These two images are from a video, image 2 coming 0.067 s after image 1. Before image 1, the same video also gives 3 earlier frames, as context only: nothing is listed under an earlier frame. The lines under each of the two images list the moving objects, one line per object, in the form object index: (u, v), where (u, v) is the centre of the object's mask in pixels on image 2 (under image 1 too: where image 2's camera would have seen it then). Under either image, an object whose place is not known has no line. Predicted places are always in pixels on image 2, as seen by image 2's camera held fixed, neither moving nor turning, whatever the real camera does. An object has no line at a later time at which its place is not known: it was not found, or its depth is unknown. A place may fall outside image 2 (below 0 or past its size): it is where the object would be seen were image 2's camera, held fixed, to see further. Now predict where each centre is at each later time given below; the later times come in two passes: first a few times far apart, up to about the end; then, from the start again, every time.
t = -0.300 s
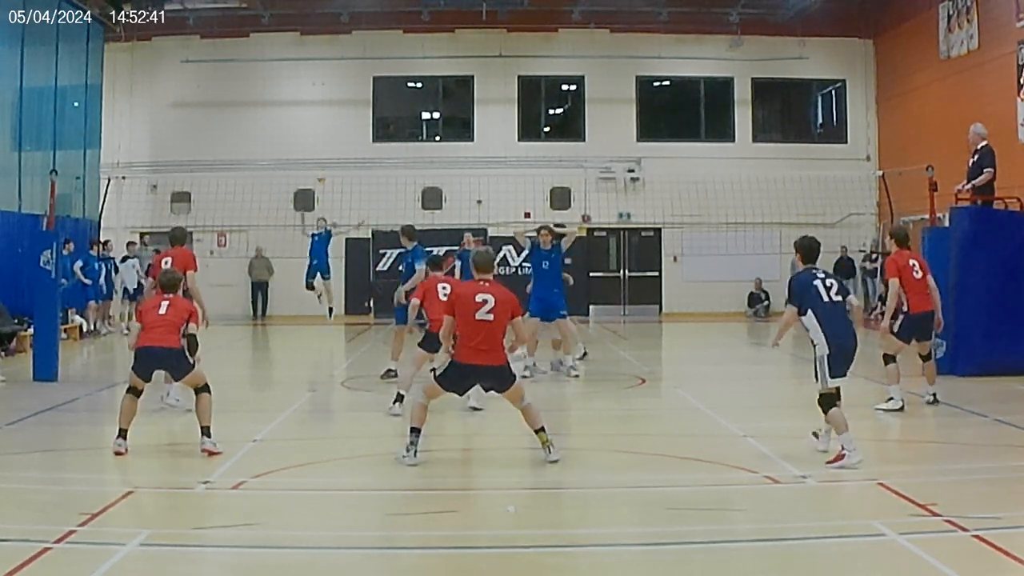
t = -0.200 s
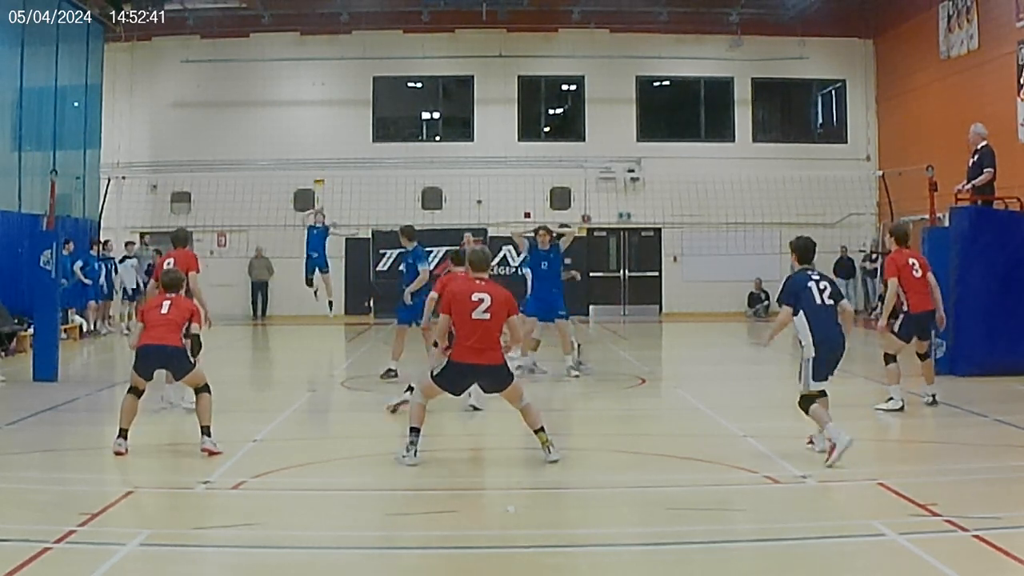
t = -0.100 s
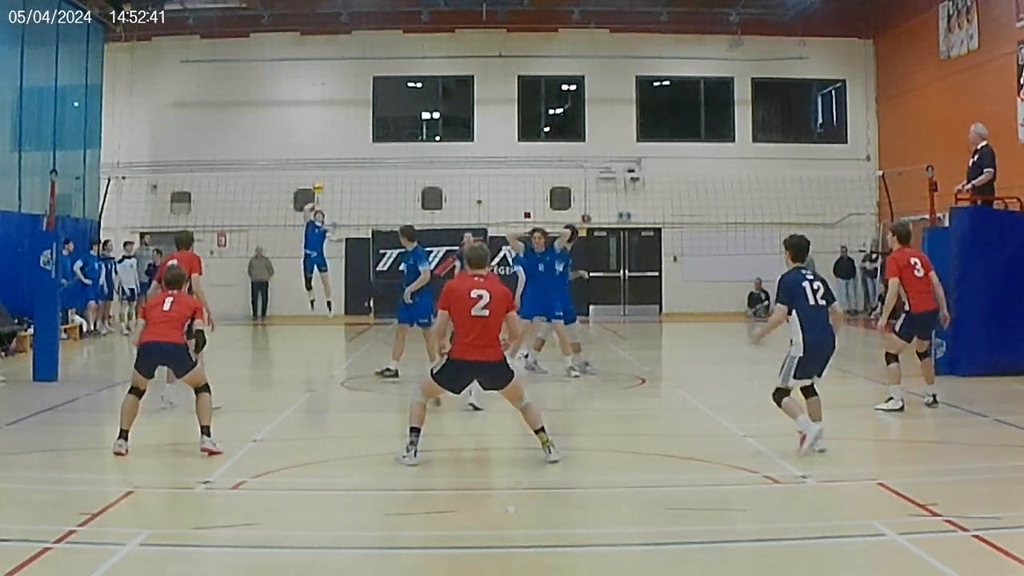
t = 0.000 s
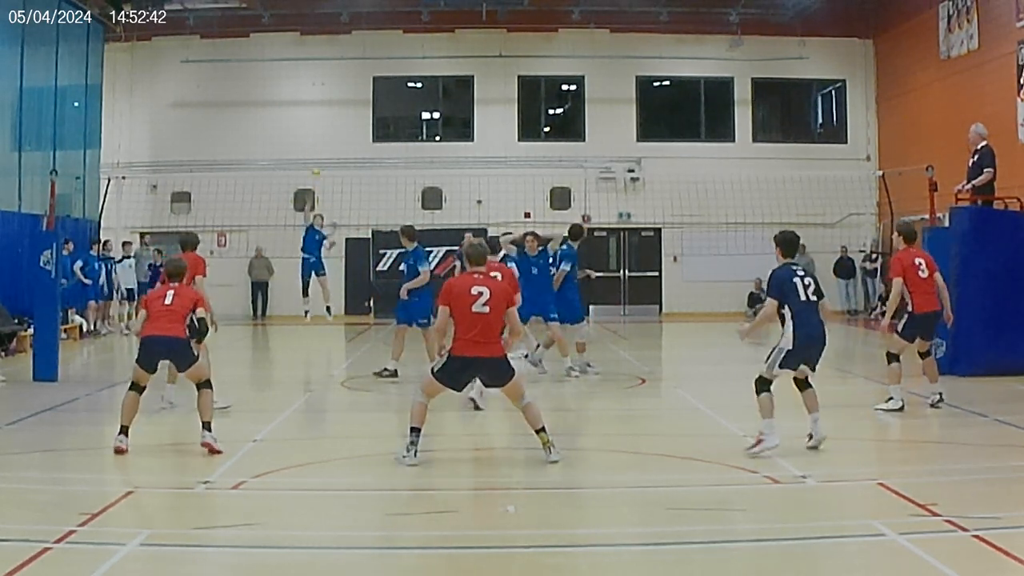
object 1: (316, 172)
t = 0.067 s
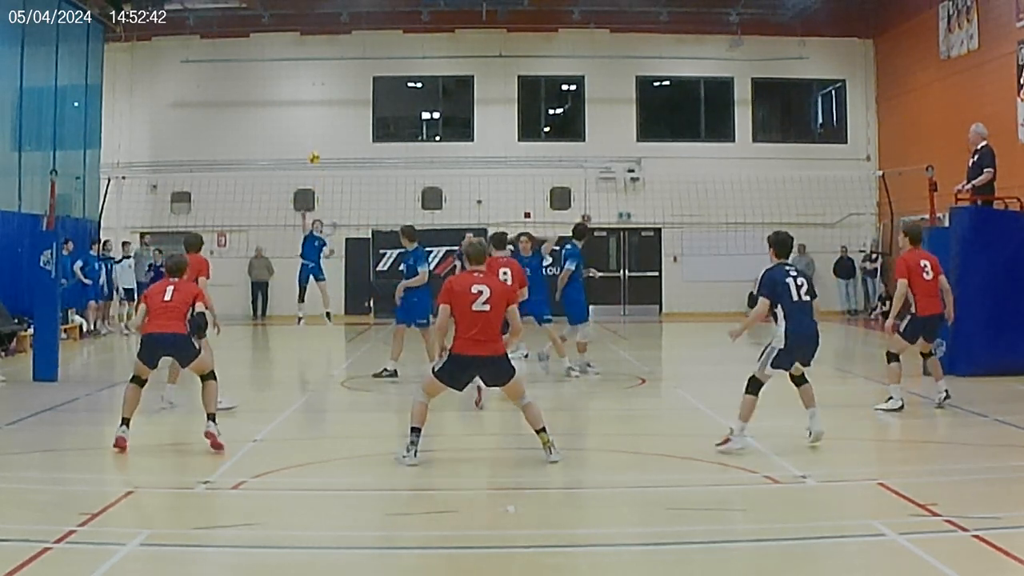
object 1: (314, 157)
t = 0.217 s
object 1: (312, 122)
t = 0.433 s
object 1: (311, 87)
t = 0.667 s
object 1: (318, 81)
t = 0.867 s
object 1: (325, 112)
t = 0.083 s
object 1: (314, 154)
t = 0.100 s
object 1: (313, 149)
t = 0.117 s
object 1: (313, 145)
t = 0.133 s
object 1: (313, 141)
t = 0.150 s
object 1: (312, 137)
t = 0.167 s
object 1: (312, 134)
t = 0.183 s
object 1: (312, 130)
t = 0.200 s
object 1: (312, 126)
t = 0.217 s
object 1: (312, 122)
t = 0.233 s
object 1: (312, 119)
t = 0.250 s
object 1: (311, 116)
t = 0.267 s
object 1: (311, 112)
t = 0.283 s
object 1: (311, 109)
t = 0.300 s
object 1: (311, 106)
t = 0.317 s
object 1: (311, 103)
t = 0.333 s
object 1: (311, 100)
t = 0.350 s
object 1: (311, 97)
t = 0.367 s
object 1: (311, 95)
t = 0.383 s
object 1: (311, 93)
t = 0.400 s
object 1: (310, 90)
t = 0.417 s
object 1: (311, 89)
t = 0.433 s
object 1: (311, 87)
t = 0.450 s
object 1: (311, 85)
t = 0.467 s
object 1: (312, 84)
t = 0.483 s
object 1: (312, 82)
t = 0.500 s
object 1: (312, 81)
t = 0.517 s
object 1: (313, 80)
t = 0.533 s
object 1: (313, 79)
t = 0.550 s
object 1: (314, 79)
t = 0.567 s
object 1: (314, 78)
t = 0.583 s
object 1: (315, 78)
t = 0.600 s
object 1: (315, 78)
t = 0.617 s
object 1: (316, 78)
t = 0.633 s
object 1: (317, 79)
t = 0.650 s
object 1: (317, 80)
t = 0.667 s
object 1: (318, 81)
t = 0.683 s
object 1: (319, 82)
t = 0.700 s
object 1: (319, 83)
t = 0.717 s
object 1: (319, 85)
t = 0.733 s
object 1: (320, 86)
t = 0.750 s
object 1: (320, 88)
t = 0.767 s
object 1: (321, 90)
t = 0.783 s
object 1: (322, 93)
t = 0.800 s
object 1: (322, 97)
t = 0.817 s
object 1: (323, 100)
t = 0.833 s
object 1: (323, 104)
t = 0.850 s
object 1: (324, 108)
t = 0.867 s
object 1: (325, 112)
